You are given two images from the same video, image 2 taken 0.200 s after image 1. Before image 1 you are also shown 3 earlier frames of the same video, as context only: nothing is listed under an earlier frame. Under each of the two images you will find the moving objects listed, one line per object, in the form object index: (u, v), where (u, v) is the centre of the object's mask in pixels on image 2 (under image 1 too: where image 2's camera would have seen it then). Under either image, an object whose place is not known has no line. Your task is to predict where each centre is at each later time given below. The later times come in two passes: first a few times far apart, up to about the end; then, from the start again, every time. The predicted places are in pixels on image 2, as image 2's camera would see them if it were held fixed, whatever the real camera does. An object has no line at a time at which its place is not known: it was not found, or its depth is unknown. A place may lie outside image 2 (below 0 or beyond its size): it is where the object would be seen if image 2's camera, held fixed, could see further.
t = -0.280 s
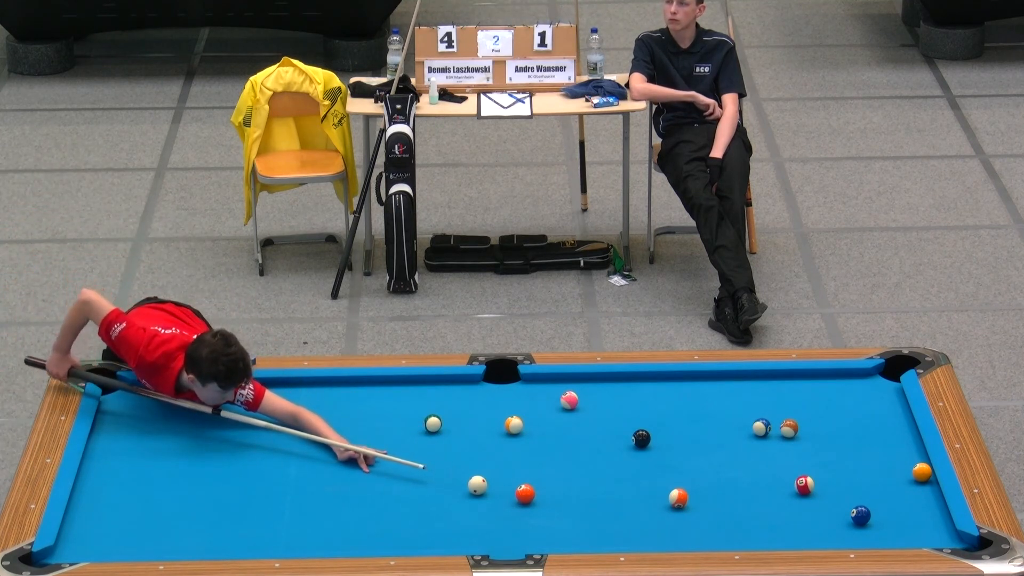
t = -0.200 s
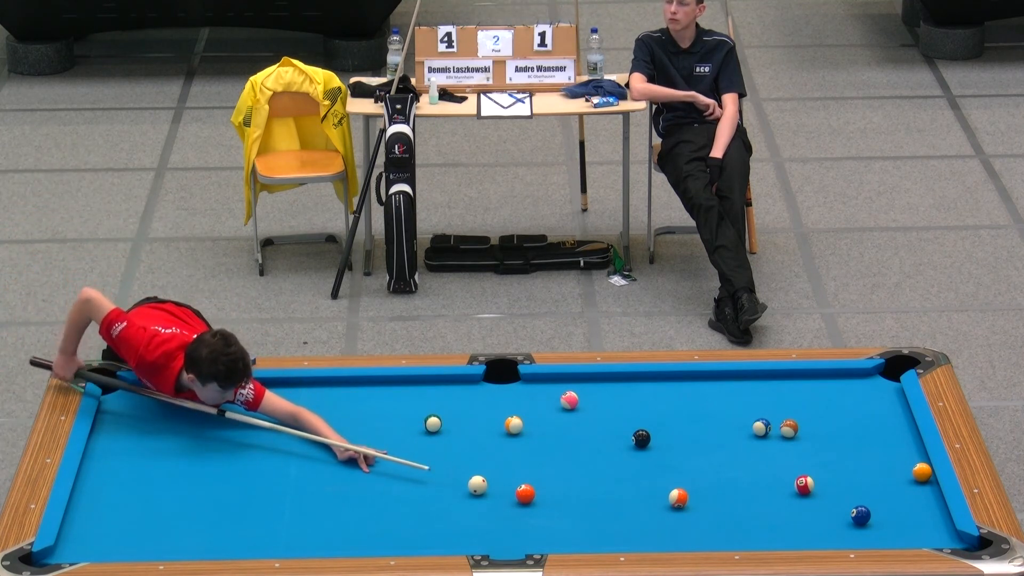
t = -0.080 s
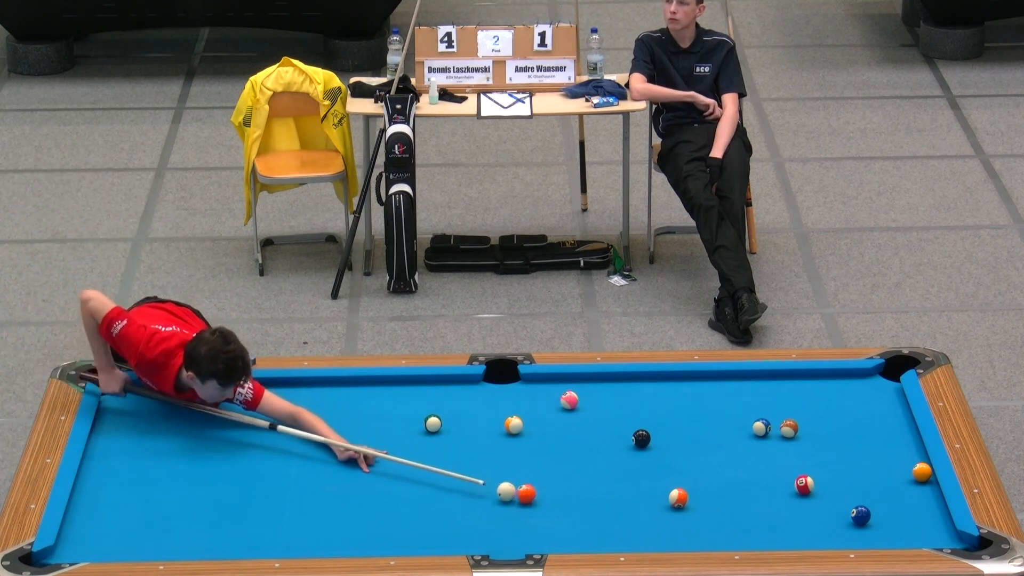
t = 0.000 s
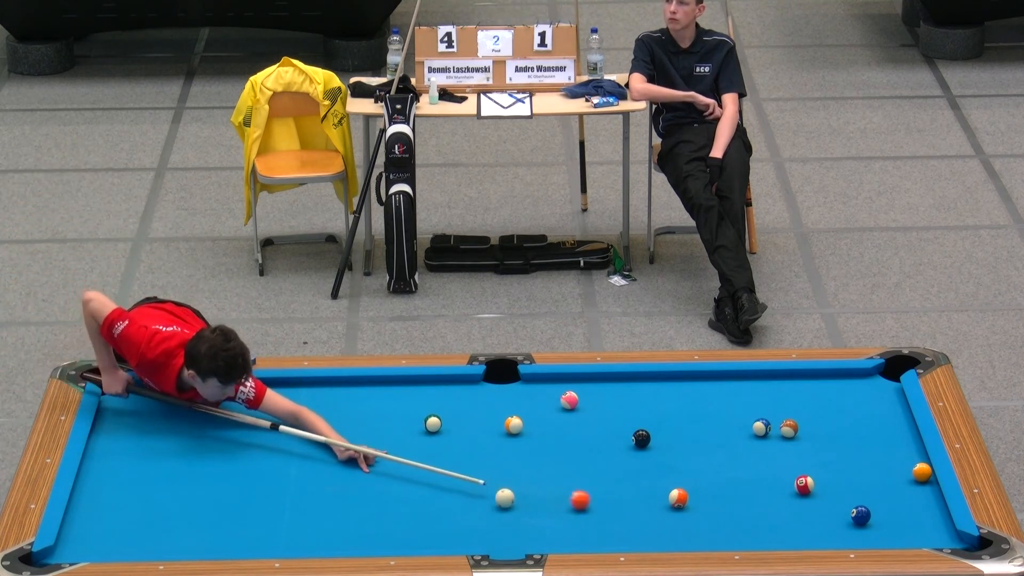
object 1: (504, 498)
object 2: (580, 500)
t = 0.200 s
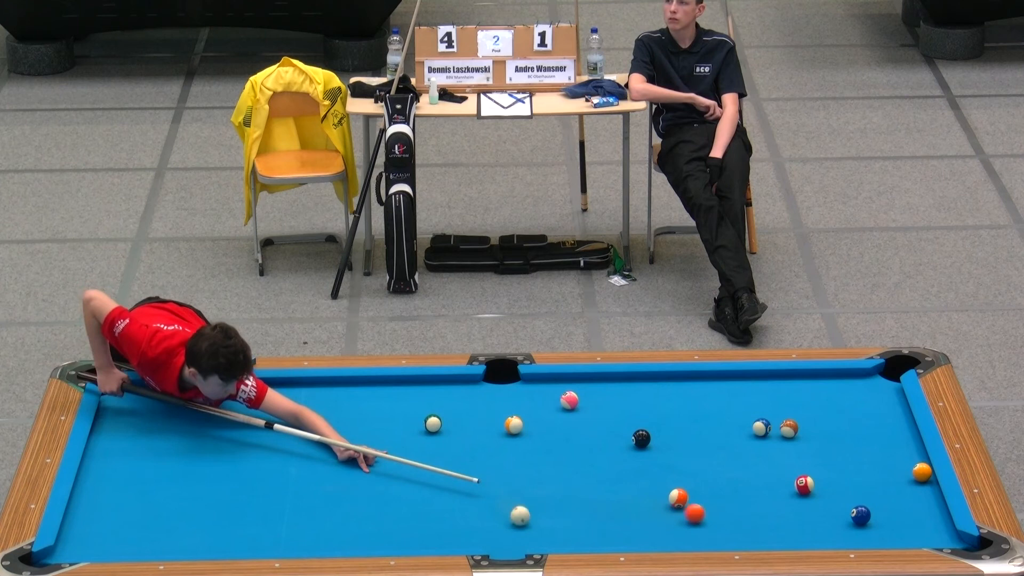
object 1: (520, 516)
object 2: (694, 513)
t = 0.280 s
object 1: (528, 523)
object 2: (733, 518)
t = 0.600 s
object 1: (558, 540)
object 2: (884, 534)
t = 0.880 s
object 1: (570, 529)
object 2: (957, 545)
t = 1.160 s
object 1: (580, 518)
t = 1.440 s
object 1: (590, 507)
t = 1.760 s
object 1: (601, 495)
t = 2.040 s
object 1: (609, 487)
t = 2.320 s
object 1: (616, 479)
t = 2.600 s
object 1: (622, 472)
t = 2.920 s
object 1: (628, 465)
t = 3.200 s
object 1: (631, 460)
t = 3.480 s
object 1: (634, 455)
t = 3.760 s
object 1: (636, 452)
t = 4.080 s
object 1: (638, 449)
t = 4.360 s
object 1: (639, 447)
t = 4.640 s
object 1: (639, 446)
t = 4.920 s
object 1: (638, 446)
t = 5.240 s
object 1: (638, 446)
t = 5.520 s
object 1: (638, 446)
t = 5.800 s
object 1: (638, 446)
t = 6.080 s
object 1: (638, 446)
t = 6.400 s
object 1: (638, 446)
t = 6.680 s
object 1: (638, 446)
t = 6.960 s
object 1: (638, 446)
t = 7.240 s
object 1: (638, 446)
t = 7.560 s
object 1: (638, 446)
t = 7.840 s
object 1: (638, 446)
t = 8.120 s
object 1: (638, 446)
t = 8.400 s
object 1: (638, 446)
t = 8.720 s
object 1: (638, 446)
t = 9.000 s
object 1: (638, 446)
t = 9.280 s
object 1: (638, 446)
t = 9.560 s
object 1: (638, 446)
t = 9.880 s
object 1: (638, 446)
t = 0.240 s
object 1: (524, 519)
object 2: (714, 516)
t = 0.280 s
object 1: (528, 523)
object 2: (733, 518)
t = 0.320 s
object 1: (532, 527)
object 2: (751, 520)
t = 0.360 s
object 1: (537, 530)
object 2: (770, 522)
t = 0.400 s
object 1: (541, 534)
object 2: (789, 525)
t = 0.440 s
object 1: (545, 537)
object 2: (808, 527)
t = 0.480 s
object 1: (549, 539)
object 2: (827, 529)
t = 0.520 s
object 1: (553, 541)
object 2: (846, 531)
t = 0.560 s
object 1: (556, 541)
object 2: (865, 533)
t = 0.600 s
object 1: (558, 540)
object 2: (884, 534)
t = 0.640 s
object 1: (559, 539)
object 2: (903, 536)
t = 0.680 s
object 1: (561, 538)
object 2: (922, 536)
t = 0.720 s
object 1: (563, 537)
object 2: (938, 536)
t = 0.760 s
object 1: (565, 535)
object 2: (953, 537)
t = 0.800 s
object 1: (566, 533)
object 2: (956, 539)
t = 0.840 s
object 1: (568, 531)
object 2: (956, 541)
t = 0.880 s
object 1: (570, 529)
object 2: (957, 545)
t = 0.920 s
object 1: (571, 528)
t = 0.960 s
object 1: (573, 526)
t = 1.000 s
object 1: (574, 524)
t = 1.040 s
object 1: (576, 522)
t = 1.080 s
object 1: (577, 521)
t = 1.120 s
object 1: (579, 519)
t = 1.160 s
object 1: (580, 518)
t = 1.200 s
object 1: (582, 516)
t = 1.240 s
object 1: (583, 514)
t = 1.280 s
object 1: (585, 513)
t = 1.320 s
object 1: (586, 511)
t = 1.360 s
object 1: (588, 510)
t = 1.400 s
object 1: (589, 508)
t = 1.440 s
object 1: (590, 507)
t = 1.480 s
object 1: (591, 505)
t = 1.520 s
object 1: (593, 504)
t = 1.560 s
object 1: (594, 502)
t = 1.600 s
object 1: (596, 501)
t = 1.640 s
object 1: (597, 500)
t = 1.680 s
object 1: (598, 498)
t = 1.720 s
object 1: (599, 497)
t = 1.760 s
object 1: (601, 495)
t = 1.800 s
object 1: (602, 494)
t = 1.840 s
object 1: (603, 493)
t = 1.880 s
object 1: (604, 492)
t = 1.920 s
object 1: (606, 490)
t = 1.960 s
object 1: (607, 489)
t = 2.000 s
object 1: (608, 488)
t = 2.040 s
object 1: (609, 487)
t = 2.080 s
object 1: (610, 486)
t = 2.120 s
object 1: (611, 485)
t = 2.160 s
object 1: (612, 483)
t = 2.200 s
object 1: (613, 482)
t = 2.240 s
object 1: (614, 481)
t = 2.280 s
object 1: (615, 480)
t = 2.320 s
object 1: (616, 479)
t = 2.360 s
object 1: (617, 478)
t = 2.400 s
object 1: (618, 477)
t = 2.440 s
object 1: (619, 476)
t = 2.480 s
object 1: (620, 475)
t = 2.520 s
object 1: (620, 474)
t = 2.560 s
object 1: (621, 473)
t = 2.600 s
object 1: (622, 472)
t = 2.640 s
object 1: (623, 471)
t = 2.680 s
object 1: (624, 470)
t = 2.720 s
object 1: (624, 469)
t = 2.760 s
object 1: (625, 468)
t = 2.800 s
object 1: (626, 467)
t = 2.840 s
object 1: (626, 467)
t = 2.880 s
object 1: (627, 466)
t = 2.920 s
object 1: (628, 465)
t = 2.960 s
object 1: (628, 464)
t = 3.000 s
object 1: (629, 463)
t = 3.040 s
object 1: (629, 463)
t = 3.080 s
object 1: (630, 462)
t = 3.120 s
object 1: (630, 461)
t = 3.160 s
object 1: (631, 460)
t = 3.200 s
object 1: (631, 460)
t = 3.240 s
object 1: (632, 459)
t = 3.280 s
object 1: (632, 458)
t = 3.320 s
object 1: (633, 458)
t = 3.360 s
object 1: (633, 457)
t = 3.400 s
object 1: (633, 457)
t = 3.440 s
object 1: (634, 456)
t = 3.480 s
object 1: (634, 455)
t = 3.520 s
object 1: (635, 455)
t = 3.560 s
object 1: (635, 454)
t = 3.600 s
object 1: (635, 454)
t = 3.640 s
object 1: (635, 454)
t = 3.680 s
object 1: (636, 453)
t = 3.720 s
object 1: (636, 452)
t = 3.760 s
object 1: (636, 452)
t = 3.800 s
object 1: (637, 452)
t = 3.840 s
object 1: (637, 451)
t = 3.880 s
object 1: (637, 451)
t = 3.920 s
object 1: (637, 451)
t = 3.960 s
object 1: (638, 450)
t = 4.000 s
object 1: (638, 449)
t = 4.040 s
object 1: (638, 449)
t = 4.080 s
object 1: (638, 449)
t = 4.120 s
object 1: (639, 448)
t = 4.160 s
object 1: (639, 448)
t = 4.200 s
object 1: (639, 448)
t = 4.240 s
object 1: (639, 448)
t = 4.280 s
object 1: (639, 447)
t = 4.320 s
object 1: (639, 447)
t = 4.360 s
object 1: (639, 447)
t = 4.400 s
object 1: (639, 447)
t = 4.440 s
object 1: (639, 446)
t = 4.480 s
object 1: (639, 446)
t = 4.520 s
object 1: (639, 446)
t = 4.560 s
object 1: (639, 446)
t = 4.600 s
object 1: (639, 446)
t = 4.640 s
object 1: (639, 446)
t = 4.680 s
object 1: (639, 446)
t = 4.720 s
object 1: (639, 446)
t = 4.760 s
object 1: (638, 446)
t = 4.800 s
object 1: (638, 446)
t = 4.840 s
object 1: (638, 446)
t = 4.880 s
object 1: (638, 446)
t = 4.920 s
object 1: (638, 446)
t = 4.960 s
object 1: (638, 446)
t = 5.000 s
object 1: (638, 446)
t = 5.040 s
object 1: (638, 446)
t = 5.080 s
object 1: (638, 446)
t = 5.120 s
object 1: (638, 446)
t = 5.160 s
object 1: (638, 446)
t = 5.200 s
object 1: (638, 446)
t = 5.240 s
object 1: (638, 446)
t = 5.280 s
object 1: (638, 446)
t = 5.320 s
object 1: (638, 446)
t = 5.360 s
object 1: (638, 446)
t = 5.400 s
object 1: (638, 446)
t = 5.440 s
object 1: (638, 446)
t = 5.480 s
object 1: (638, 446)
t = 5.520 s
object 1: (638, 446)
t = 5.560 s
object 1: (638, 446)
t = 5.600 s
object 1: (638, 446)
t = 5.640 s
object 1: (638, 446)
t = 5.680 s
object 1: (638, 446)
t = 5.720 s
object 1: (638, 446)
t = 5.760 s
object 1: (638, 446)
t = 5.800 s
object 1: (638, 446)
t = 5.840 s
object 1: (638, 446)
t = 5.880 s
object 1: (638, 446)
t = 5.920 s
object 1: (638, 446)
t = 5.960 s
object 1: (638, 446)
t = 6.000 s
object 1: (638, 446)
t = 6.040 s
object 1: (638, 446)
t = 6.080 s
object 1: (638, 446)
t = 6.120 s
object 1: (638, 446)
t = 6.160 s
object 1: (638, 446)
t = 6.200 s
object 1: (638, 446)
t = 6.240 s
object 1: (638, 446)
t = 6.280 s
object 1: (638, 446)
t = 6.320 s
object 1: (638, 446)
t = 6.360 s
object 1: (638, 446)
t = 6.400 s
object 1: (638, 446)
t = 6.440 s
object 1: (638, 446)
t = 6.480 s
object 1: (638, 446)
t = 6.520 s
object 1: (638, 446)
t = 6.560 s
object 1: (638, 446)
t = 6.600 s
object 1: (638, 446)
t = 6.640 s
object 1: (638, 446)
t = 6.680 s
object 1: (638, 446)
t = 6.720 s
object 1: (638, 446)
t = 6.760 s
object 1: (638, 446)
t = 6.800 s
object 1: (638, 446)
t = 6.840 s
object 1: (638, 446)
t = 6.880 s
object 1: (638, 446)
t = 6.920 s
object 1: (638, 446)
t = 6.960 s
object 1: (638, 446)
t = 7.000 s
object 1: (638, 446)
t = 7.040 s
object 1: (638, 446)
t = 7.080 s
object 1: (638, 446)
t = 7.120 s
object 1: (638, 446)
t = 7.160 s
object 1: (638, 446)
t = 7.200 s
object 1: (638, 446)
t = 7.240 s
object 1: (638, 446)
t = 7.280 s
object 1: (638, 446)
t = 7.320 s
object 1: (638, 446)
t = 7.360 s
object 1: (638, 446)
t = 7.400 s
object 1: (638, 446)
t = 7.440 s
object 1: (638, 446)
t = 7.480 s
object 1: (638, 446)
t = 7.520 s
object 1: (638, 446)
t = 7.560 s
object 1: (638, 446)
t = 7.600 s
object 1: (638, 446)
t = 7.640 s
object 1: (638, 446)
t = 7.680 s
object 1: (638, 446)
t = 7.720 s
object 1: (638, 446)
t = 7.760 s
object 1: (638, 446)
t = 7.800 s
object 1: (638, 446)
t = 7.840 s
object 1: (638, 446)
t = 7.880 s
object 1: (638, 446)
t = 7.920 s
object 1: (638, 446)
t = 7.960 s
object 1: (638, 446)
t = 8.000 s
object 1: (638, 446)
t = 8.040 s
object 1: (638, 446)
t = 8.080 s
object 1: (638, 446)
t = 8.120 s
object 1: (638, 446)
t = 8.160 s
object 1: (638, 446)
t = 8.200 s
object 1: (638, 446)
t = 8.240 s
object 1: (638, 446)
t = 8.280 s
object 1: (638, 446)
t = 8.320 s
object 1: (638, 446)
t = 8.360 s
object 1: (638, 446)
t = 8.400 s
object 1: (638, 446)
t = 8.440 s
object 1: (638, 446)
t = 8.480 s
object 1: (638, 446)
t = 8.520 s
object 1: (638, 446)
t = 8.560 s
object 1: (638, 446)
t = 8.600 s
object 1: (638, 446)
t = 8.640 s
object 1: (638, 446)
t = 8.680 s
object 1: (638, 446)
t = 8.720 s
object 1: (638, 446)
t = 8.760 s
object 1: (638, 446)
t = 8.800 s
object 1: (638, 446)
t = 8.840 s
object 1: (638, 446)
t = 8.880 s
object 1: (638, 446)
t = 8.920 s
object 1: (638, 446)
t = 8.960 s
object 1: (638, 446)
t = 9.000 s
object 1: (638, 446)
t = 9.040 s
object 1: (638, 446)
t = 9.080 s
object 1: (638, 446)
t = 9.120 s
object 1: (638, 446)
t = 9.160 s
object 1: (638, 446)
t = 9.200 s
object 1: (638, 446)
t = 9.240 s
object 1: (638, 446)
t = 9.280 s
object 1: (638, 446)
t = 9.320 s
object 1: (638, 446)
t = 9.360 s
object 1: (638, 446)
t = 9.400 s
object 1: (638, 446)
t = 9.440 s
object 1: (638, 446)
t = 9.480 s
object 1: (638, 446)
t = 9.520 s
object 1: (639, 446)
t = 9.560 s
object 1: (638, 446)
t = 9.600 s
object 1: (638, 446)
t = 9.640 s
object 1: (638, 446)
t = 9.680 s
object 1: (638, 446)
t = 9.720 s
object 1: (638, 446)
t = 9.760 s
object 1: (638, 446)
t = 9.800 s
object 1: (638, 446)
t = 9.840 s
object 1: (638, 446)
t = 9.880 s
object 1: (638, 446)
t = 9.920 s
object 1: (638, 446)
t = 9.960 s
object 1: (638, 446)
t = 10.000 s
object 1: (638, 446)
